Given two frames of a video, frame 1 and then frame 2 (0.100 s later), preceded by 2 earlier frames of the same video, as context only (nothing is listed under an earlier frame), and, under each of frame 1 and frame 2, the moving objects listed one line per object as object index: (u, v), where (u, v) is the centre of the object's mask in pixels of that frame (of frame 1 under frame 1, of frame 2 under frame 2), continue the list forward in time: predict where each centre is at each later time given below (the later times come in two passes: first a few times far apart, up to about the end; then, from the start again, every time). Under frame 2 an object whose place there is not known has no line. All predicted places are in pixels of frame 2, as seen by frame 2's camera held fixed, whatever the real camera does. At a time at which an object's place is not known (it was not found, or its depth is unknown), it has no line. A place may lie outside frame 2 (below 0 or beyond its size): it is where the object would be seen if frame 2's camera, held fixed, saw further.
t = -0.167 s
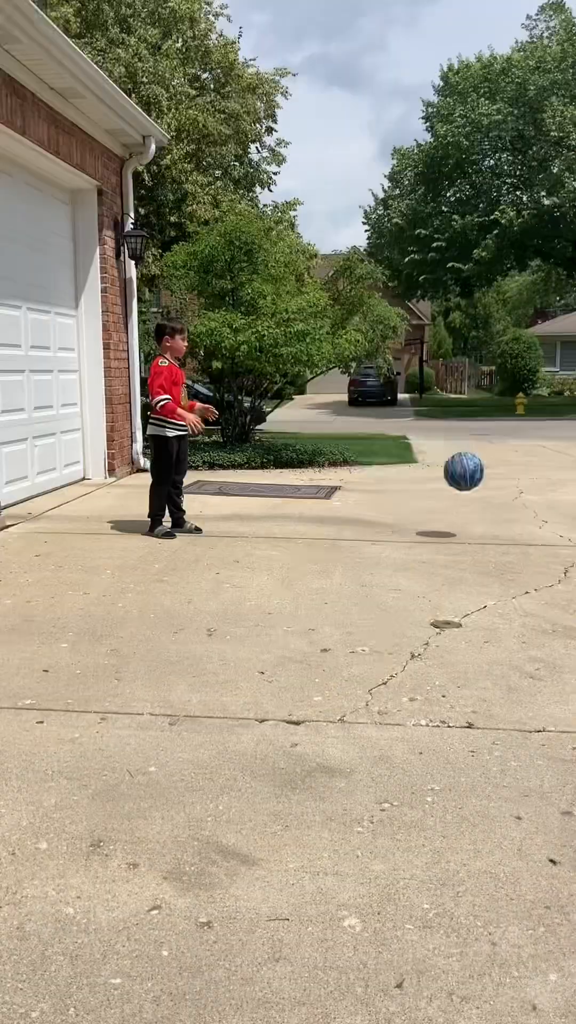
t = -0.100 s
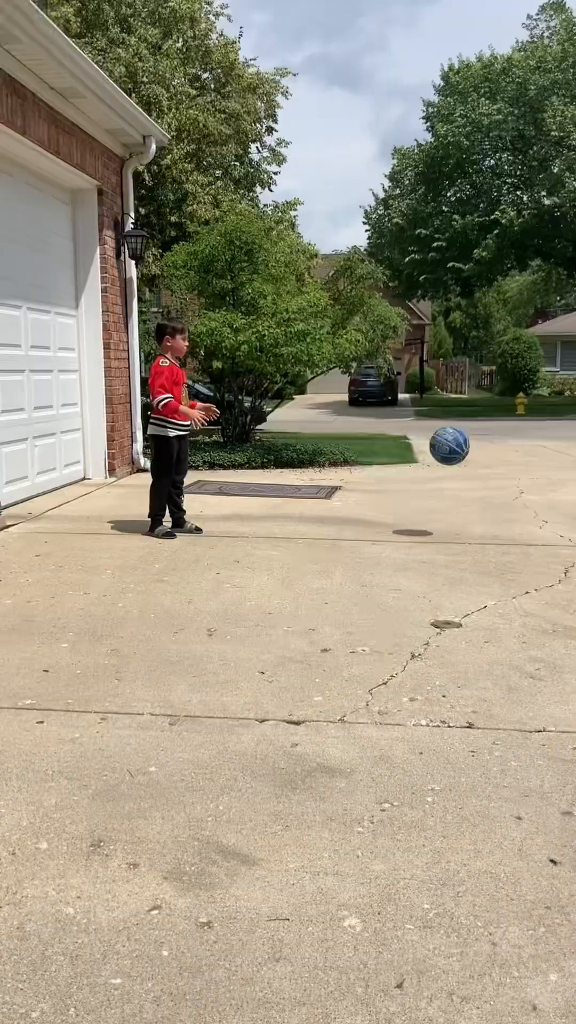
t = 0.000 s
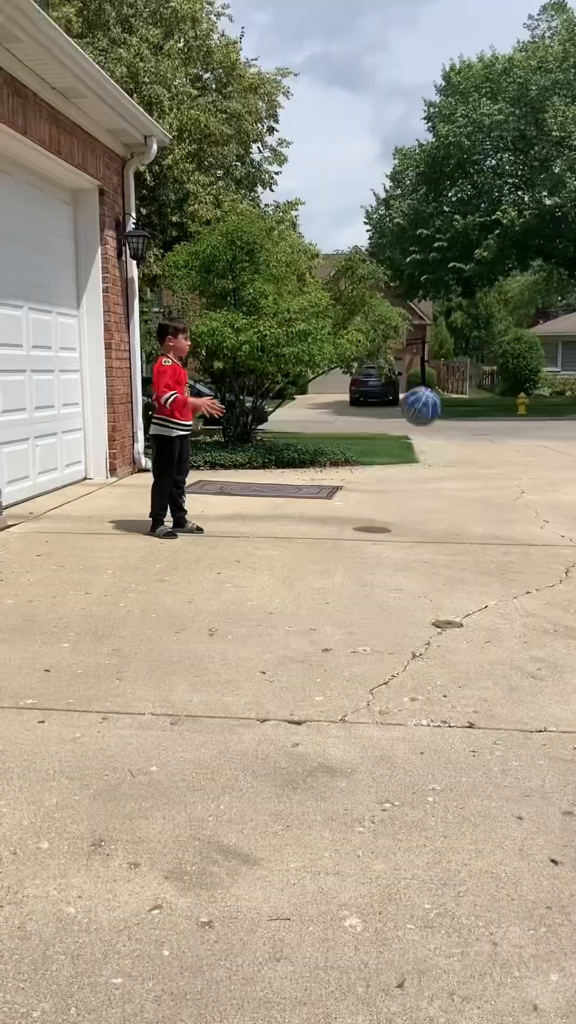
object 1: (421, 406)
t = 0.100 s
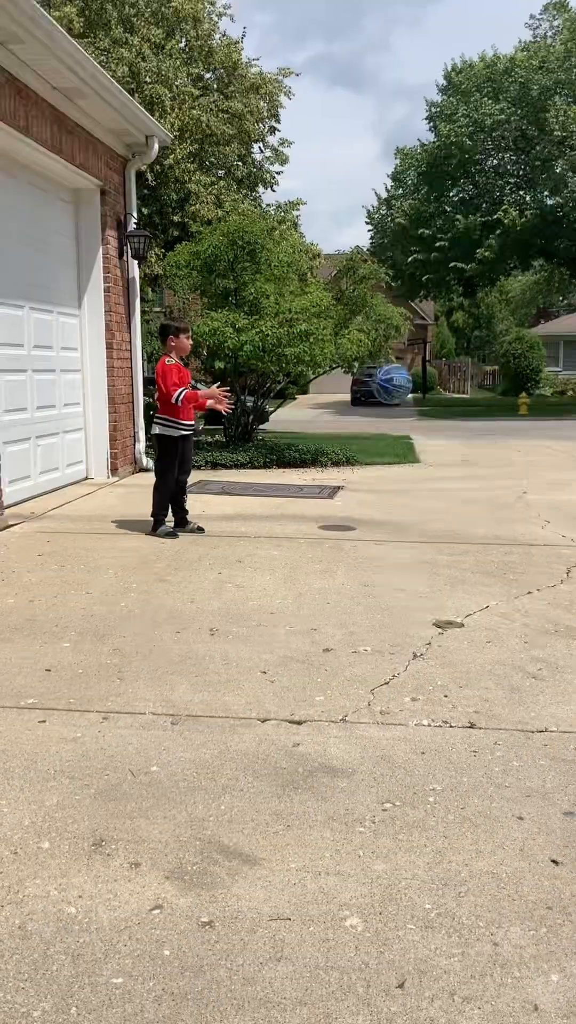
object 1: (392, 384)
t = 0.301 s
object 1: (332, 389)
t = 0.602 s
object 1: (246, 520)
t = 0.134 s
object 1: (382, 380)
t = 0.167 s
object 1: (372, 378)
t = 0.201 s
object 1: (362, 378)
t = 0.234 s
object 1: (352, 380)
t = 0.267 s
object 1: (342, 383)
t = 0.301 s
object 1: (332, 389)
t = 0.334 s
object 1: (322, 396)
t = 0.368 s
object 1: (312, 406)
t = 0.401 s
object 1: (303, 416)
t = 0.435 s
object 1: (293, 429)
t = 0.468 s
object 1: (285, 444)
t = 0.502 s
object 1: (275, 460)
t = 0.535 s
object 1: (265, 479)
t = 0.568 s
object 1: (256, 499)
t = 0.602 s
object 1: (246, 520)
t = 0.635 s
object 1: (235, 504)
